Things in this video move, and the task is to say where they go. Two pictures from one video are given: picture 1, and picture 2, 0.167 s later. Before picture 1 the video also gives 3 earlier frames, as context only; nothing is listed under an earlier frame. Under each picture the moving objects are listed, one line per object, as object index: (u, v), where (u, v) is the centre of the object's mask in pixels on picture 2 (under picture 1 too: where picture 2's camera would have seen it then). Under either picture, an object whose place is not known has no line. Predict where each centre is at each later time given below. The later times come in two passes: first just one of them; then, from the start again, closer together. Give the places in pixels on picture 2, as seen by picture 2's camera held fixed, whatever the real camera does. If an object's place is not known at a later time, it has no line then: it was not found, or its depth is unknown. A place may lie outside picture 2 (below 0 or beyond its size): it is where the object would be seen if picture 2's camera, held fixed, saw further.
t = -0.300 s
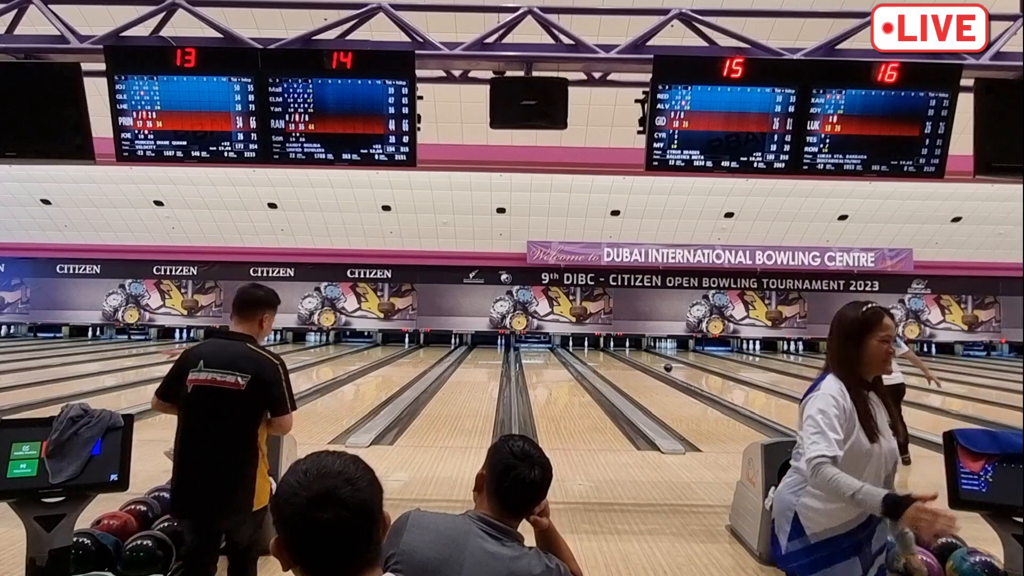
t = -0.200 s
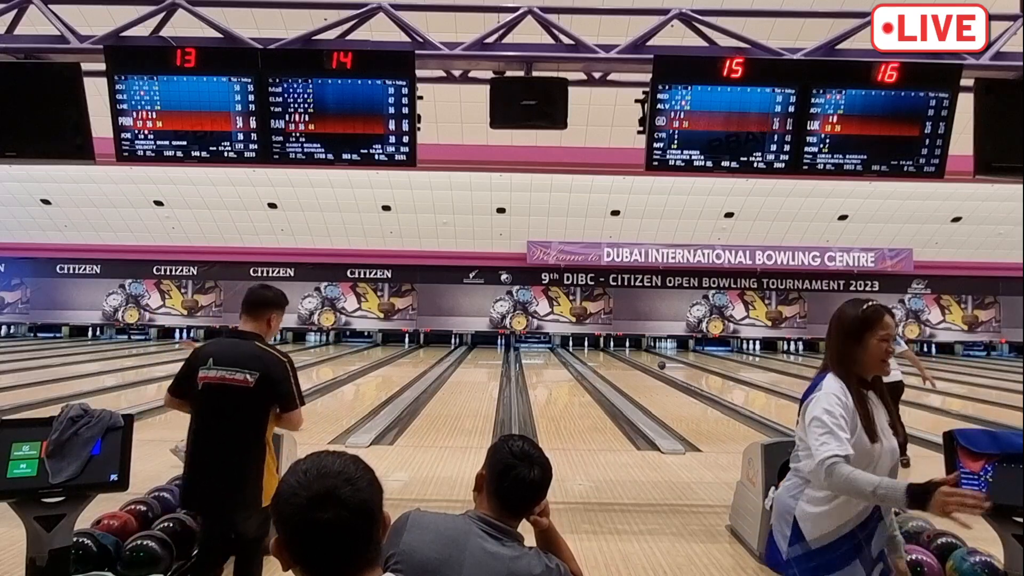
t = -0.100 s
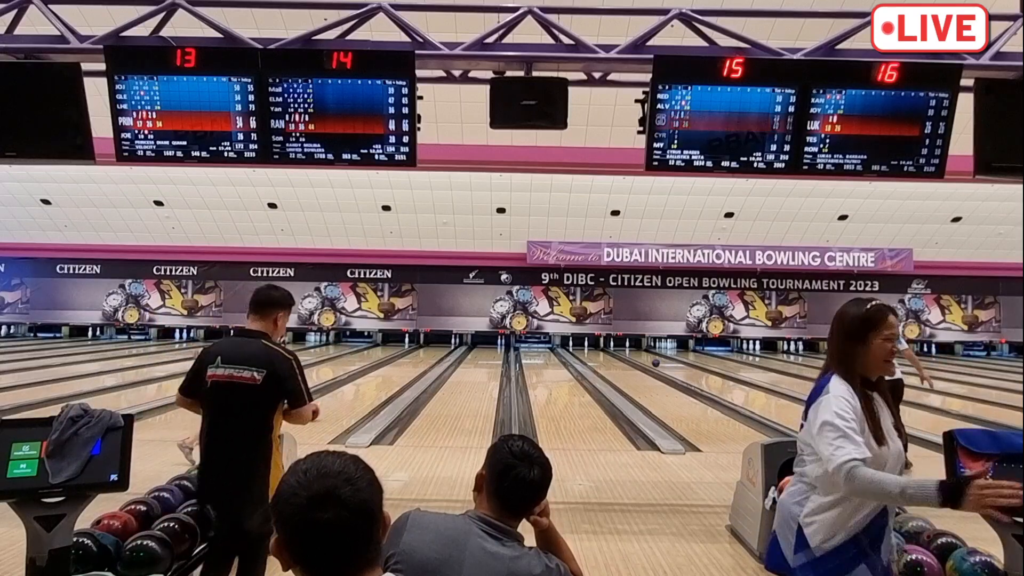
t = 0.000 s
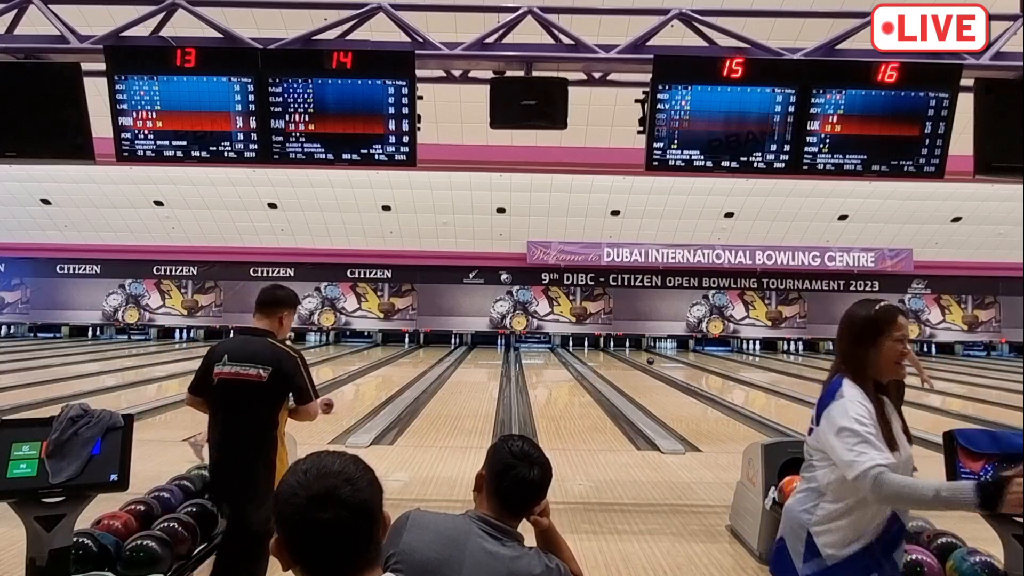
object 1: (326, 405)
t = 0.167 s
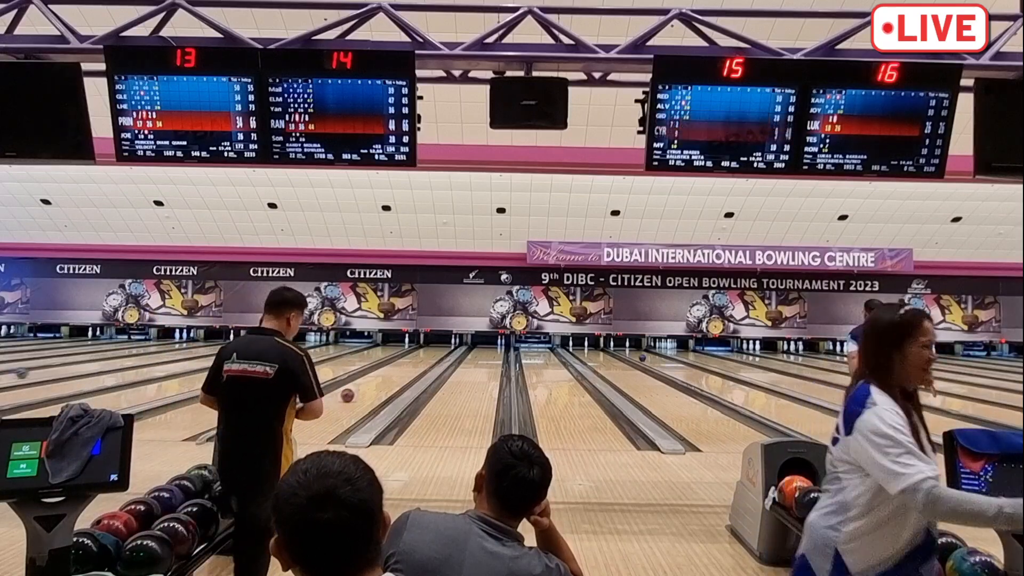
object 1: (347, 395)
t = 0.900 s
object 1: (404, 368)
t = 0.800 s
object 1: (398, 371)
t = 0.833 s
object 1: (400, 370)
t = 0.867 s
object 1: (402, 369)
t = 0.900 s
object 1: (404, 368)
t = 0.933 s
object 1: (405, 367)
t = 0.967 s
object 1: (407, 366)
